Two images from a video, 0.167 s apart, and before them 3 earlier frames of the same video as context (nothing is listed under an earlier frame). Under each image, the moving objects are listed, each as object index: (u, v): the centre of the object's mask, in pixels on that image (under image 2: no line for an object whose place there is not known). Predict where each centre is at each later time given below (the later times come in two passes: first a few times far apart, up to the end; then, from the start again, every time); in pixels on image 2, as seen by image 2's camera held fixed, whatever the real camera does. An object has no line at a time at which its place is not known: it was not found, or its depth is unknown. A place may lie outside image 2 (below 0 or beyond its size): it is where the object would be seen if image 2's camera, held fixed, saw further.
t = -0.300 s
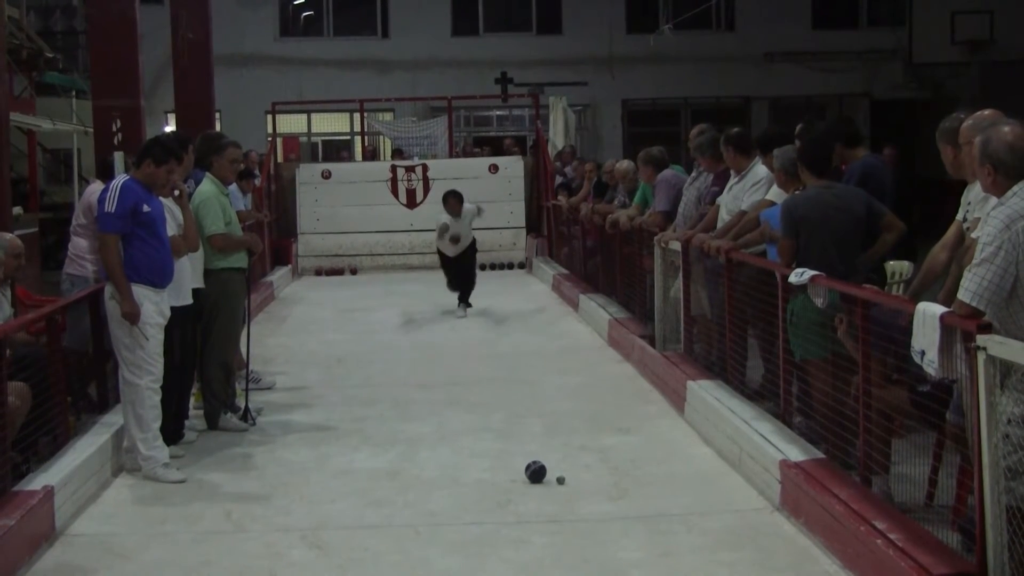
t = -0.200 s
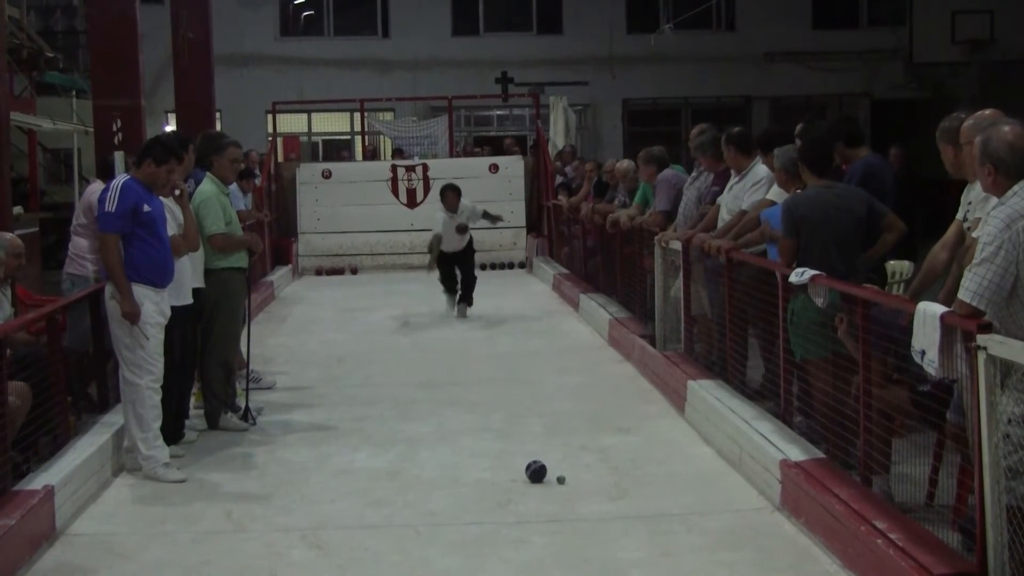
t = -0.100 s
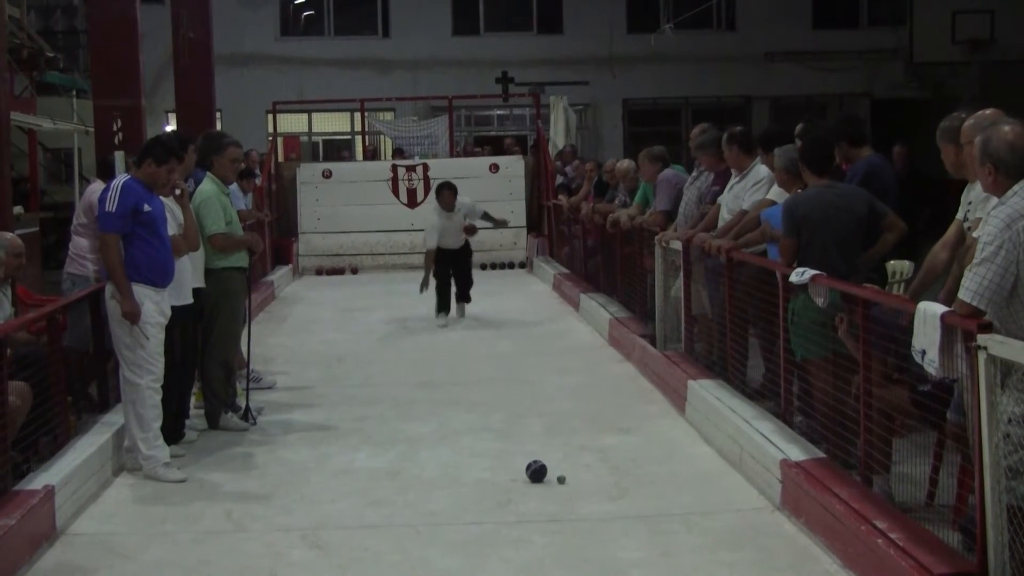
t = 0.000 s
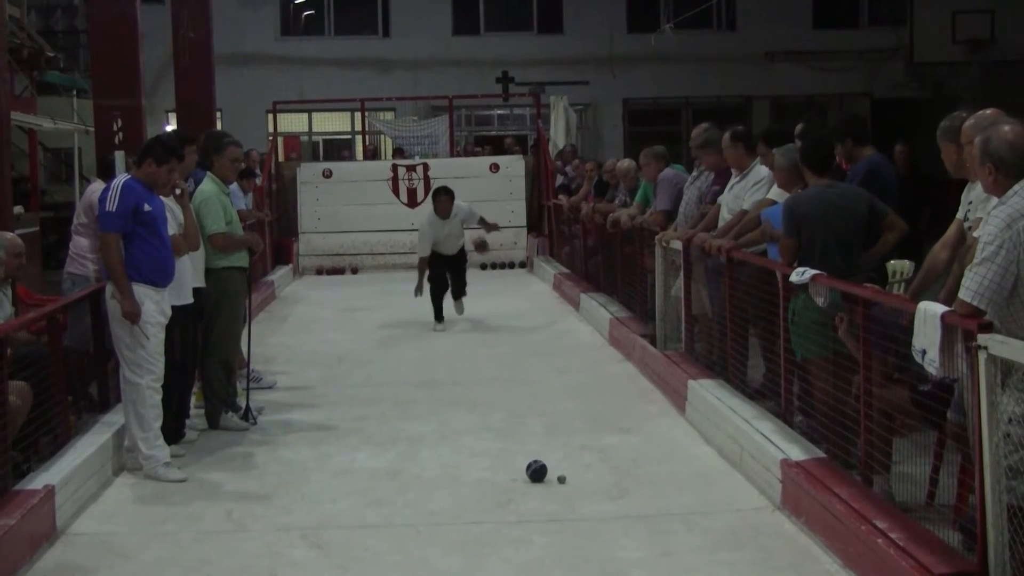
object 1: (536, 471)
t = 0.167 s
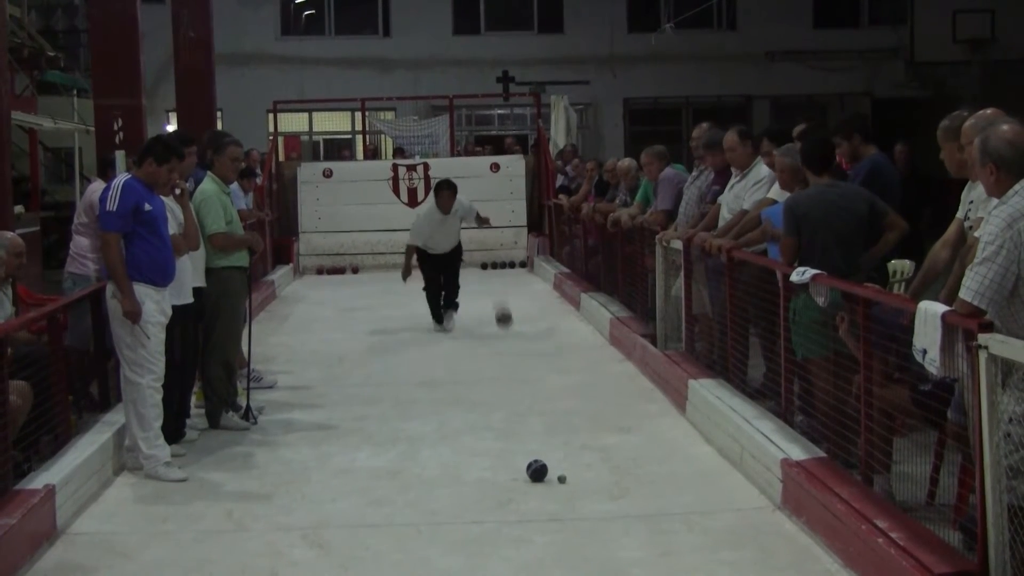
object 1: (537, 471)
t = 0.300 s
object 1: (537, 471)
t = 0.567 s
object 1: (577, 544)
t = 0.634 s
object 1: (589, 564)
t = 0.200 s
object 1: (537, 471)
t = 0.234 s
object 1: (537, 471)
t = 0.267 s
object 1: (537, 471)
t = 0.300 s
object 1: (537, 471)
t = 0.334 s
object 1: (536, 469)
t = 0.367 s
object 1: (543, 482)
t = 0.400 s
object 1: (548, 489)
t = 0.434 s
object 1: (553, 500)
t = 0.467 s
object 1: (559, 512)
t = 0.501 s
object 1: (565, 522)
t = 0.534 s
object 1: (571, 532)
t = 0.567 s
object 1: (577, 544)
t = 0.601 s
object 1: (583, 555)
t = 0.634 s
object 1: (589, 564)
